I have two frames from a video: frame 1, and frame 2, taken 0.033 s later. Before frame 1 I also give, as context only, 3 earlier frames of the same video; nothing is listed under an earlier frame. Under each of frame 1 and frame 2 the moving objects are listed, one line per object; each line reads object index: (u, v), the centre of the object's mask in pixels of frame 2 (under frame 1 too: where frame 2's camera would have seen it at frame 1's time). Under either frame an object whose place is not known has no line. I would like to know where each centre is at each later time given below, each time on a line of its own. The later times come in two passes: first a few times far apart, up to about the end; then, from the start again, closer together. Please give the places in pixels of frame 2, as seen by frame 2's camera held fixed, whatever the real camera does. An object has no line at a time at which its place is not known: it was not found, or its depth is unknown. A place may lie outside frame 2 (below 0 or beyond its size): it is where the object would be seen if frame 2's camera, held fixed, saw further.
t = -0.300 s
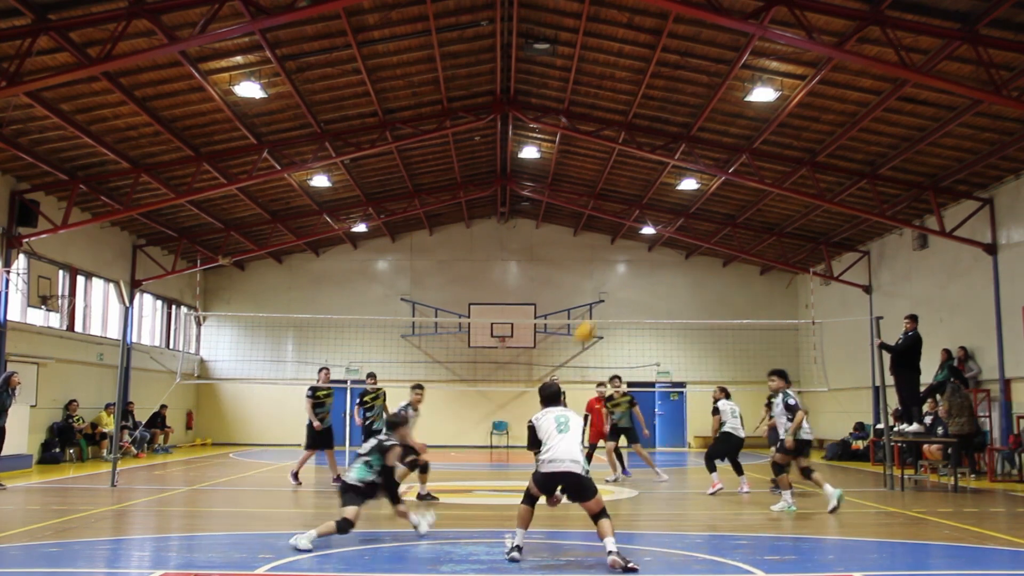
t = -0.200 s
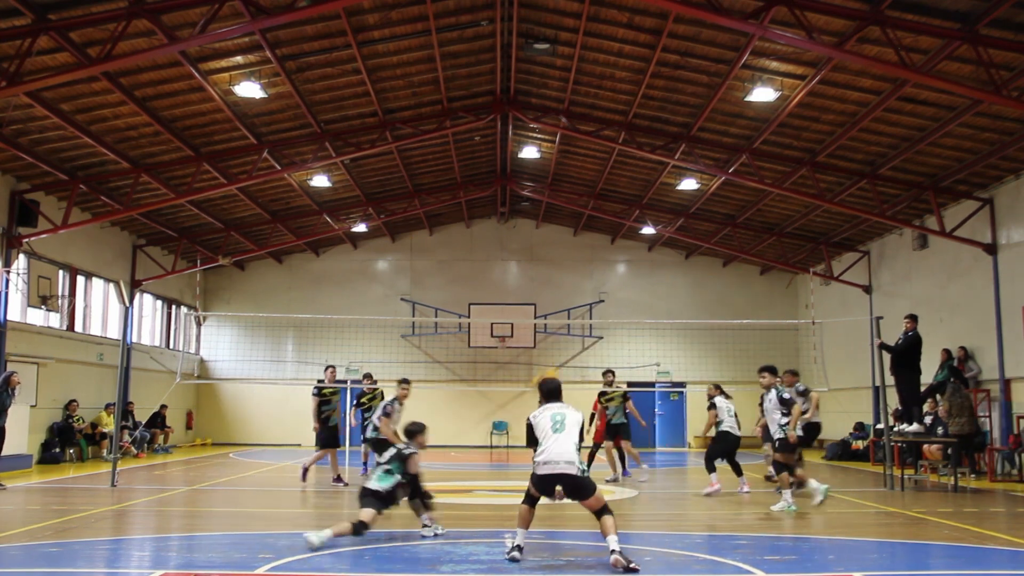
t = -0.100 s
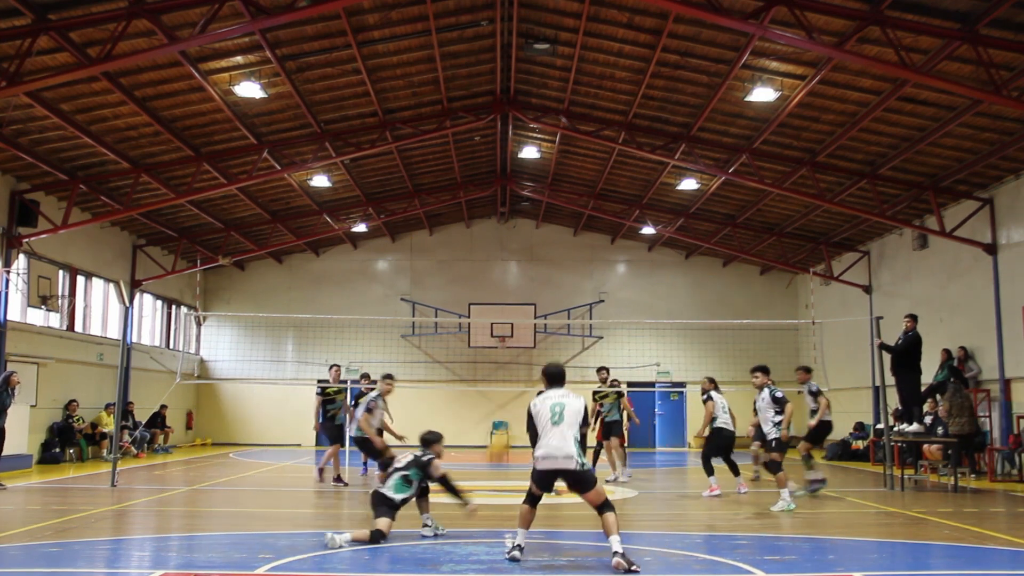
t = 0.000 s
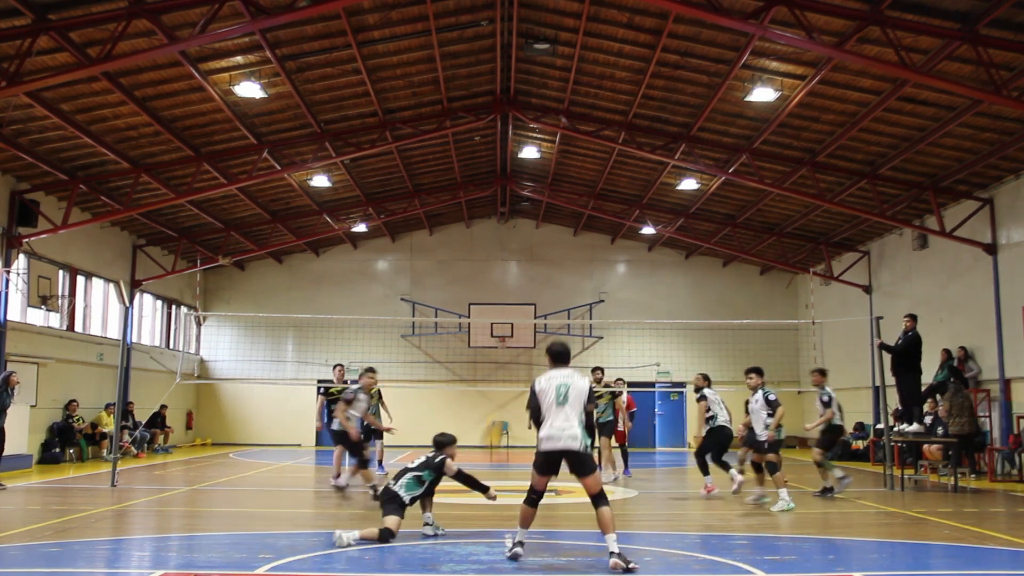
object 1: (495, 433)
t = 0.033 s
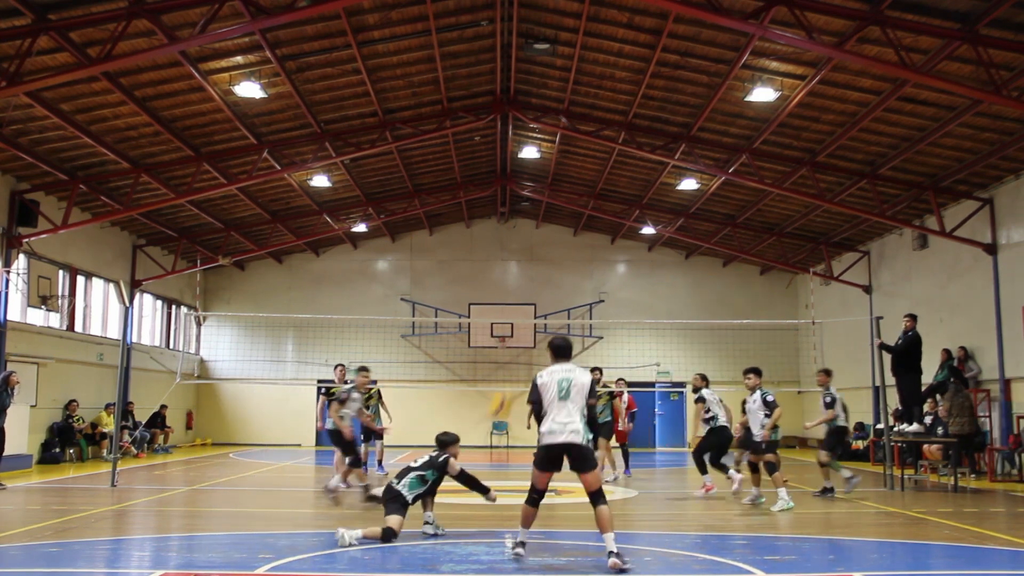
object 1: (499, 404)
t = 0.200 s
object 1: (541, 293)
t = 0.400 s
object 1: (581, 207)
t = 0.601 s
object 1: (617, 160)
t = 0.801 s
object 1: (650, 150)
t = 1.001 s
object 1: (681, 171)
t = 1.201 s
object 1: (713, 226)
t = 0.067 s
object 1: (510, 375)
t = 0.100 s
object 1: (516, 355)
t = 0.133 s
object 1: (526, 333)
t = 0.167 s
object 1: (533, 311)
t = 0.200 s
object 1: (541, 293)
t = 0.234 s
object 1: (547, 274)
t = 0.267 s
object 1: (554, 259)
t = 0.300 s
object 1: (561, 244)
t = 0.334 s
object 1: (569, 228)
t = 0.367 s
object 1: (575, 217)
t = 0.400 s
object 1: (581, 207)
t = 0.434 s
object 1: (587, 196)
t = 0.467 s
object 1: (594, 186)
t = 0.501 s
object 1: (599, 179)
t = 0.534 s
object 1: (606, 172)
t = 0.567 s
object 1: (612, 164)
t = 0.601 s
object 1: (617, 160)
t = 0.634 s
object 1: (622, 156)
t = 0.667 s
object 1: (628, 153)
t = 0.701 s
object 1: (634, 150)
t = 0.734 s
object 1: (640, 150)
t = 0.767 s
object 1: (645, 149)
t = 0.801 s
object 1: (650, 150)
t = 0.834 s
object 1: (656, 151)
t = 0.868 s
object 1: (661, 154)
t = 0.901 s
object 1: (666, 157)
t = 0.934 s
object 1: (672, 162)
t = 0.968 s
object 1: (677, 167)
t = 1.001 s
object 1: (681, 171)
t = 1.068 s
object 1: (695, 189)
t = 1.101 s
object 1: (699, 197)
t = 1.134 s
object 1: (703, 206)
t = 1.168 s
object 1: (709, 217)
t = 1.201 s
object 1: (713, 226)
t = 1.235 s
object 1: (719, 240)
